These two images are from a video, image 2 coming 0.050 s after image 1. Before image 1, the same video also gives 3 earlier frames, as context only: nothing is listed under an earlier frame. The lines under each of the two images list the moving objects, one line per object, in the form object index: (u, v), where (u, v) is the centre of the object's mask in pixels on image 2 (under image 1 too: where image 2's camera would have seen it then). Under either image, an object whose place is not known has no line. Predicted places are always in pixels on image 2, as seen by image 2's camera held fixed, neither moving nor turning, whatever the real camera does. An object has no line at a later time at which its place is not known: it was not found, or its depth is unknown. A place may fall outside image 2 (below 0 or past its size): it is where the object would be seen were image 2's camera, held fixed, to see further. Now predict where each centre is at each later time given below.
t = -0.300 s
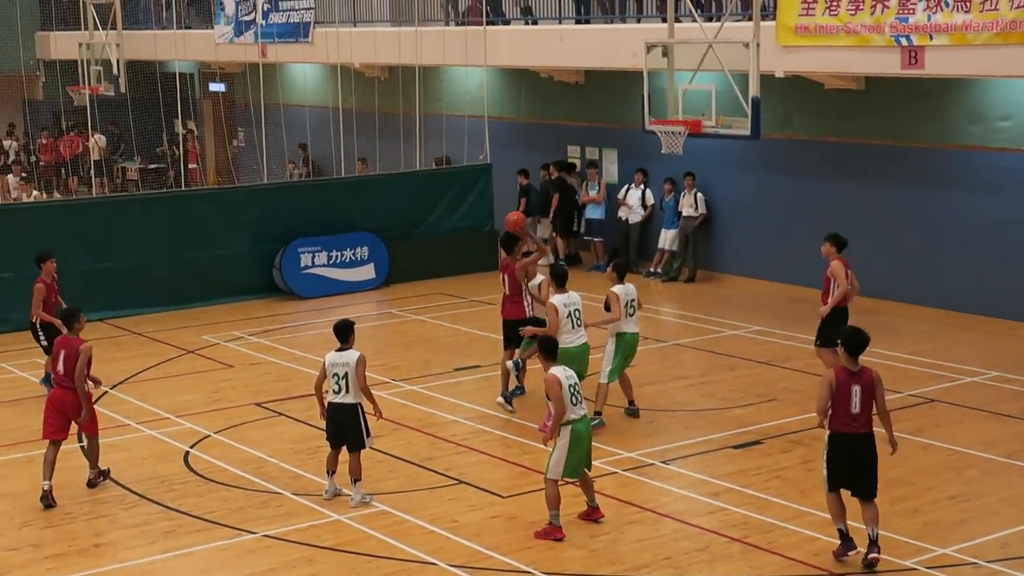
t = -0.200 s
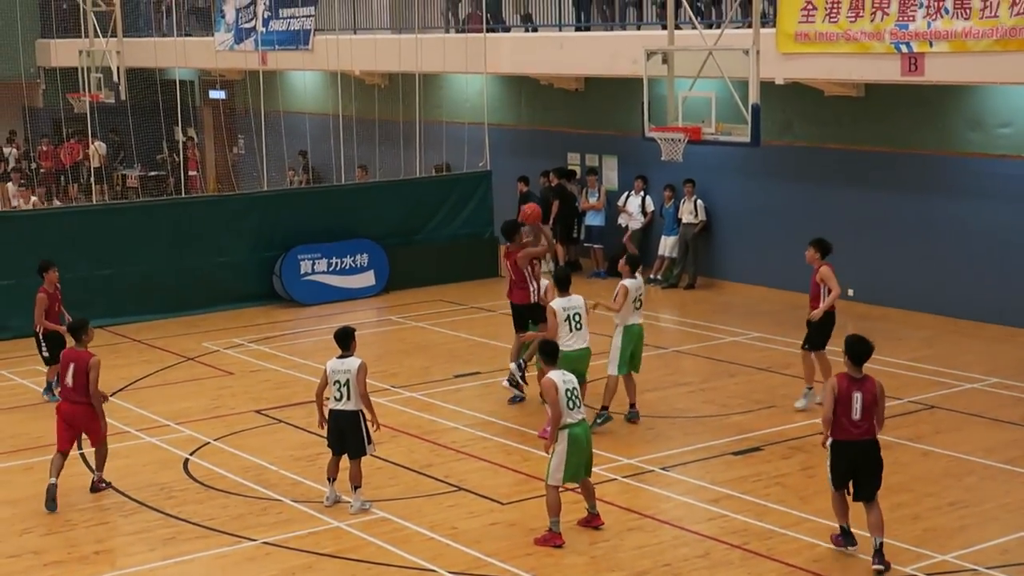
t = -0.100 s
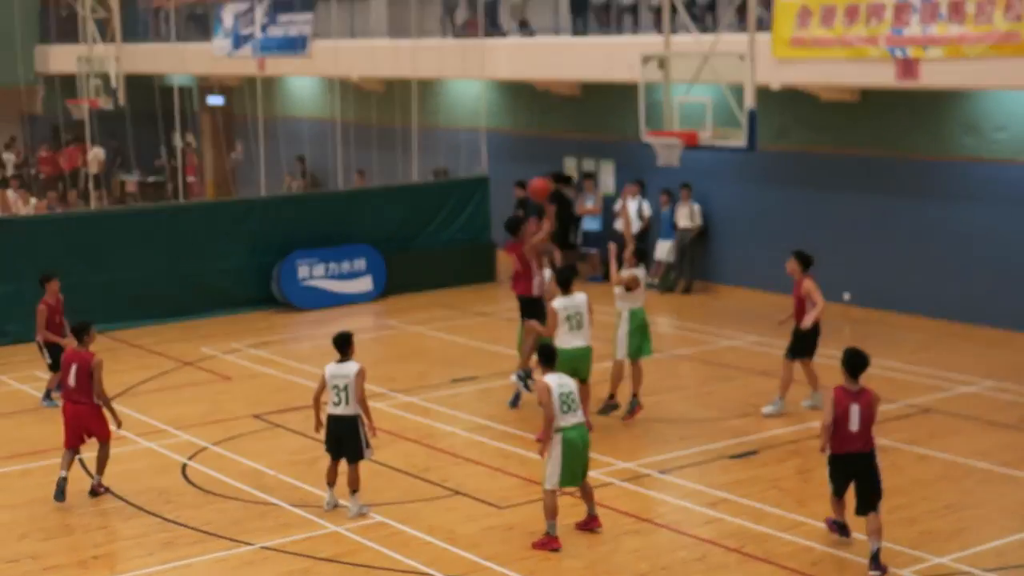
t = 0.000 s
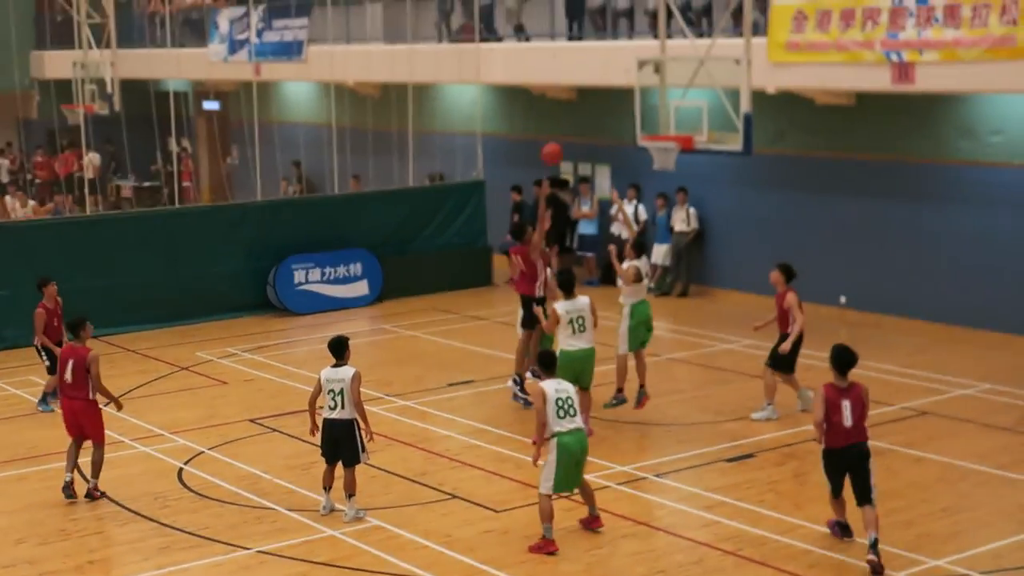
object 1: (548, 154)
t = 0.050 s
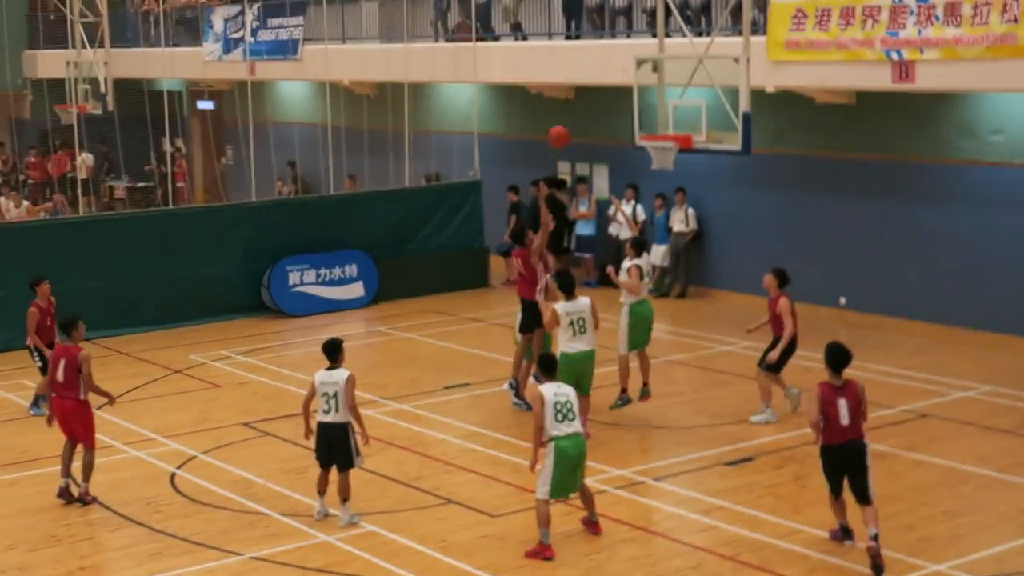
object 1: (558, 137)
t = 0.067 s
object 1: (561, 131)
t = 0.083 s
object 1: (563, 126)
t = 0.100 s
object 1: (567, 122)
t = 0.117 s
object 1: (570, 117)
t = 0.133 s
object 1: (573, 112)
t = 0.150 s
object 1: (576, 108)
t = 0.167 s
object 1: (578, 105)
